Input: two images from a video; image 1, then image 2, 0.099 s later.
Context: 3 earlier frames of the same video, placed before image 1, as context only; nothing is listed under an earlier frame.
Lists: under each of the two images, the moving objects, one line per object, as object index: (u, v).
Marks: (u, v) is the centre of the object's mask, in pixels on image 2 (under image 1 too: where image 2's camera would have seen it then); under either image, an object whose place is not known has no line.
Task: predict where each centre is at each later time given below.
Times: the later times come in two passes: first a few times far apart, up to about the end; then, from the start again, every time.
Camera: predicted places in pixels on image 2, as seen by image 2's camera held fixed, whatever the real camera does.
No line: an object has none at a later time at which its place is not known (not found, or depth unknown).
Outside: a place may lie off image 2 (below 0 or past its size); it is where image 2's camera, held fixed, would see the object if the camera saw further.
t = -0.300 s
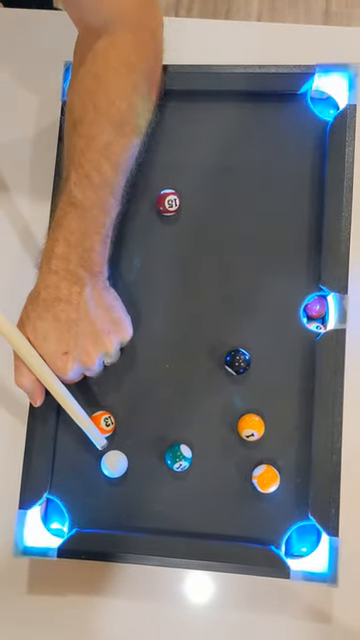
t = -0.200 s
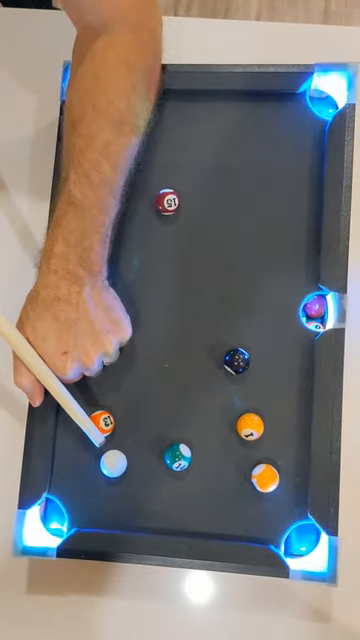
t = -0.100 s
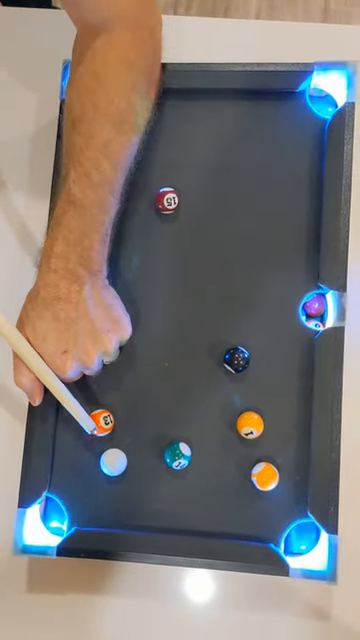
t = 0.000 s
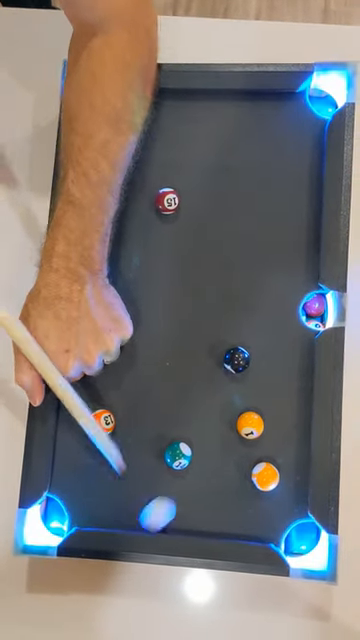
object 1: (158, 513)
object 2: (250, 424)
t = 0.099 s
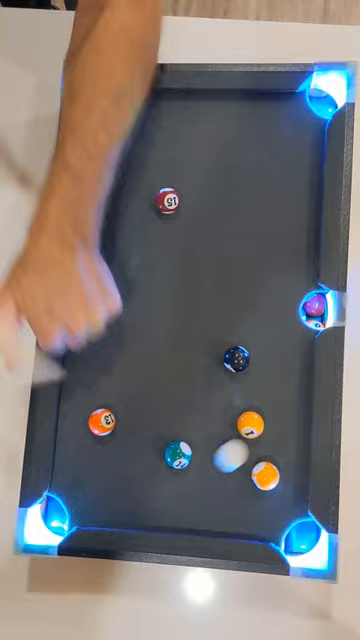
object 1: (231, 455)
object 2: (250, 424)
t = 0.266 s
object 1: (275, 431)
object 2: (275, 368)
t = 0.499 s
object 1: (288, 388)
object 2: (300, 299)
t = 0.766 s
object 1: (261, 349)
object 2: (295, 239)
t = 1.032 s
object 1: (243, 322)
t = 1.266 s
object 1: (228, 307)
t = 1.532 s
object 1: (215, 298)
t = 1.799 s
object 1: (210, 298)
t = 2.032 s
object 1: (210, 298)
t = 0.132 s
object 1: (246, 453)
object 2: (255, 416)
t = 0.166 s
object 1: (252, 448)
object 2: (261, 402)
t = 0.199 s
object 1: (260, 442)
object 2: (266, 390)
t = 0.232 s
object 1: (268, 436)
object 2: (271, 380)
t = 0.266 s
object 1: (275, 431)
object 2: (275, 368)
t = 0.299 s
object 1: (282, 426)
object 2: (279, 357)
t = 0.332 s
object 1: (289, 420)
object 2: (284, 347)
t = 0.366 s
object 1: (296, 414)
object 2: (287, 337)
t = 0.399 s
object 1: (297, 408)
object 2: (291, 327)
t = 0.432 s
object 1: (294, 401)
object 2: (294, 317)
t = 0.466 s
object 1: (291, 394)
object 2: (297, 308)
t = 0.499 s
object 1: (288, 388)
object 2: (300, 299)
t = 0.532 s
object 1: (285, 382)
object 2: (303, 290)
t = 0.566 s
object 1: (282, 377)
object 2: (305, 281)
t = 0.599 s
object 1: (278, 371)
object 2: (304, 274)
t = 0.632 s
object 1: (274, 366)
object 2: (302, 267)
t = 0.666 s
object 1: (271, 362)
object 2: (301, 259)
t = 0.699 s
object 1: (267, 357)
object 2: (299, 252)
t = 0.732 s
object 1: (264, 353)
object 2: (297, 246)
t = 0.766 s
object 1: (261, 349)
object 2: (295, 239)
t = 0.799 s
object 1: (258, 345)
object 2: (293, 233)
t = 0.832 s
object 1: (256, 341)
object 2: (291, 227)
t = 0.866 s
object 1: (254, 337)
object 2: (289, 221)
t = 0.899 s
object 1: (251, 334)
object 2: (287, 216)
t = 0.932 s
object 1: (249, 331)
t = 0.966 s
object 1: (247, 328)
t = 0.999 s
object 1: (245, 325)
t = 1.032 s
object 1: (243, 322)
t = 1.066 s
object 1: (241, 320)
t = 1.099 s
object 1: (238, 317)
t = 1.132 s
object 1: (236, 315)
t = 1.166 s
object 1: (234, 313)
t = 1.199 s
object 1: (232, 310)
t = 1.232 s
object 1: (230, 308)
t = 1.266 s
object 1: (228, 307)
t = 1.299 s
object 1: (226, 305)
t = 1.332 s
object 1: (224, 304)
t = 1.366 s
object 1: (222, 302)
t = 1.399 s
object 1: (221, 301)
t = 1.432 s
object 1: (219, 300)
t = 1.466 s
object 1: (217, 300)
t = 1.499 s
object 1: (216, 299)
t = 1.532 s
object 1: (215, 298)
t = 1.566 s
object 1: (213, 298)
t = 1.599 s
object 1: (212, 298)
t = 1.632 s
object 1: (212, 297)
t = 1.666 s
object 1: (211, 297)
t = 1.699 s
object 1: (210, 297)
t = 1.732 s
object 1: (210, 298)
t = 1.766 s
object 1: (210, 298)
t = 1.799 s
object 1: (210, 298)
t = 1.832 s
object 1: (210, 298)
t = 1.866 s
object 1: (210, 298)
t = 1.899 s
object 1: (210, 298)
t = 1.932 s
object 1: (210, 298)
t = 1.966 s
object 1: (210, 298)
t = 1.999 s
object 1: (210, 298)
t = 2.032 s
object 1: (210, 298)
